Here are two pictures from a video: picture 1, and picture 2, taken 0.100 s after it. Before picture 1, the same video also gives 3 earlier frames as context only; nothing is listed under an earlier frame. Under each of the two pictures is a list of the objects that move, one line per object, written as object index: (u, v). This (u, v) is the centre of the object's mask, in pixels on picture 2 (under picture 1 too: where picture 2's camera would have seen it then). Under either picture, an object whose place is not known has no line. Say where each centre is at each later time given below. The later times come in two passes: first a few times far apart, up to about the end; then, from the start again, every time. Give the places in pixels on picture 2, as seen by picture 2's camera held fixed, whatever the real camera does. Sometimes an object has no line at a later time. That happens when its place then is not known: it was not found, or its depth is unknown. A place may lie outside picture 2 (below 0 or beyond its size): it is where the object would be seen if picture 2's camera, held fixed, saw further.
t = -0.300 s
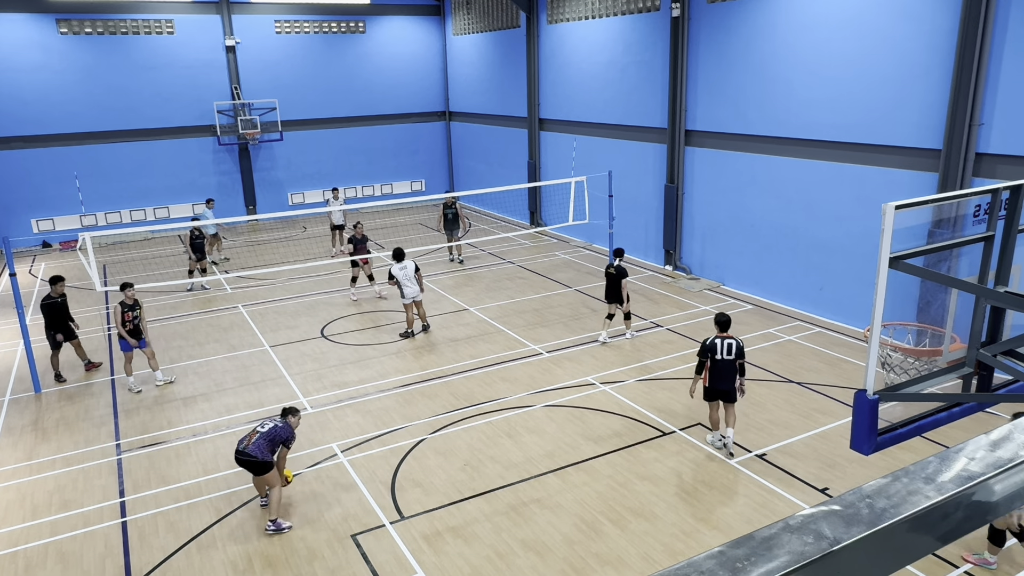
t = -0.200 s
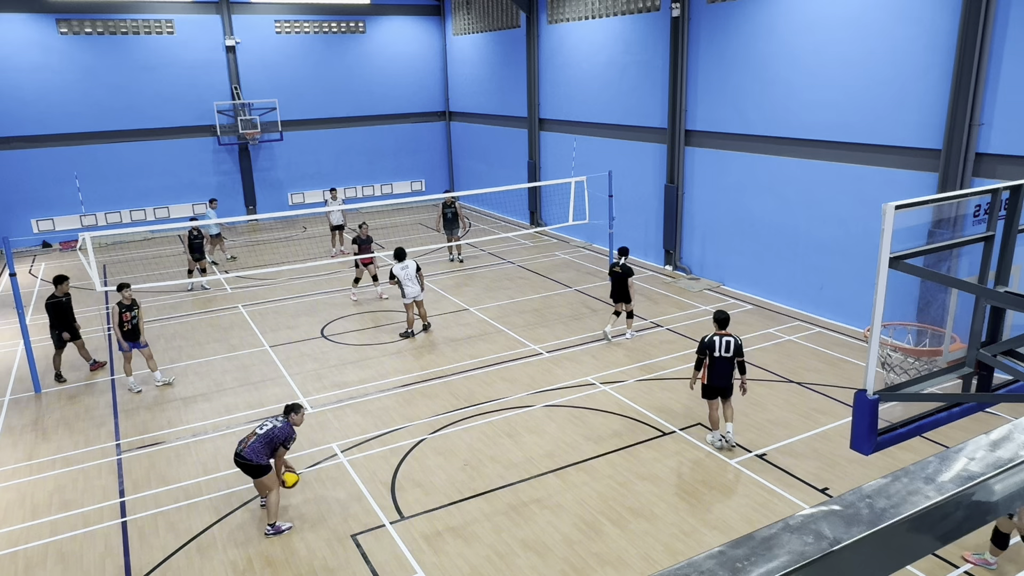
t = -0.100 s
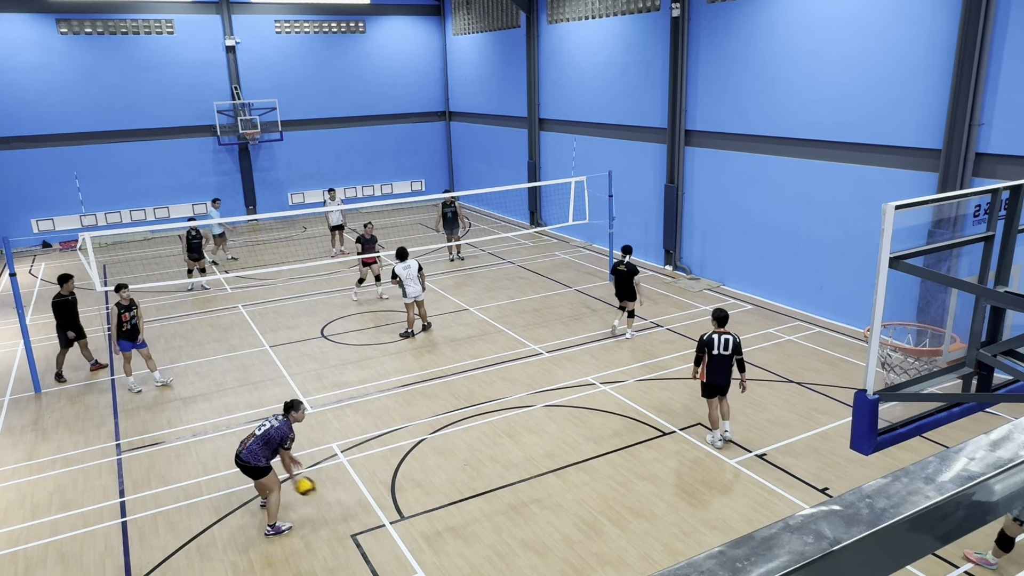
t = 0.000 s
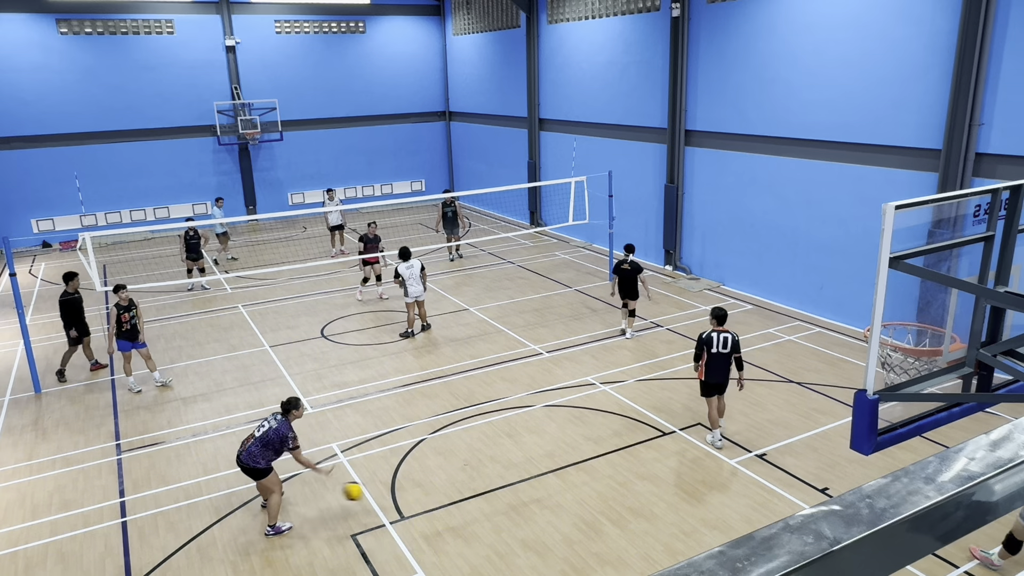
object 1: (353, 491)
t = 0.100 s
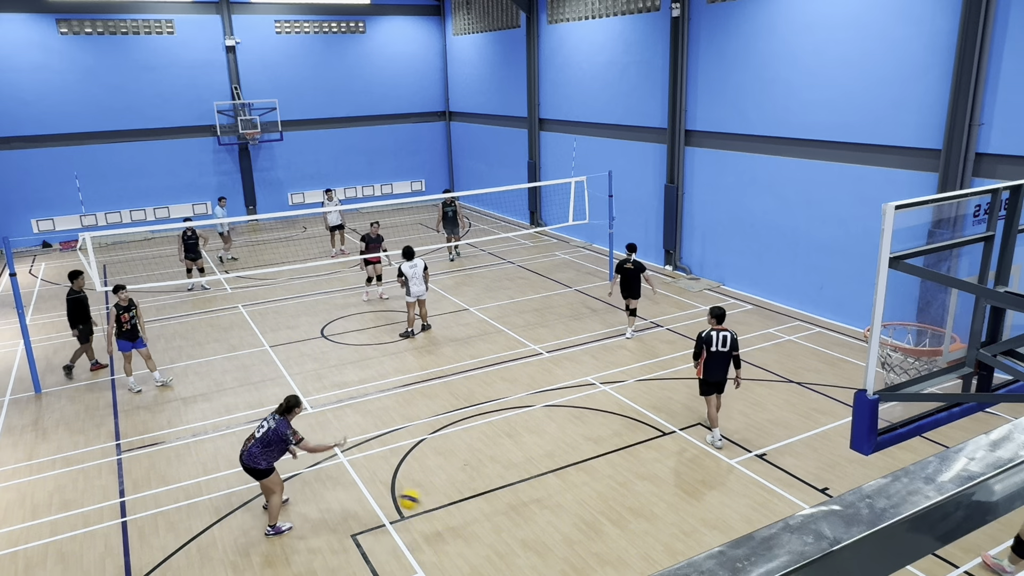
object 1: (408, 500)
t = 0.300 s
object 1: (526, 544)
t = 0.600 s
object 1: (668, 542)
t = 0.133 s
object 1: (427, 505)
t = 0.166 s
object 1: (447, 510)
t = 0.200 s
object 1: (465, 516)
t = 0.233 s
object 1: (485, 524)
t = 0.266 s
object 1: (506, 534)
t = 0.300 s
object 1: (526, 544)
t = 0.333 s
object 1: (546, 554)
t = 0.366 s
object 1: (560, 550)
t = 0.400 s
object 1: (576, 545)
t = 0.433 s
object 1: (590, 542)
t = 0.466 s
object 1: (606, 540)
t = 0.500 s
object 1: (622, 540)
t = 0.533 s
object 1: (636, 540)
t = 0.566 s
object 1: (652, 540)
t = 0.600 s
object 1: (668, 542)
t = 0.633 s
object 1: (684, 546)
